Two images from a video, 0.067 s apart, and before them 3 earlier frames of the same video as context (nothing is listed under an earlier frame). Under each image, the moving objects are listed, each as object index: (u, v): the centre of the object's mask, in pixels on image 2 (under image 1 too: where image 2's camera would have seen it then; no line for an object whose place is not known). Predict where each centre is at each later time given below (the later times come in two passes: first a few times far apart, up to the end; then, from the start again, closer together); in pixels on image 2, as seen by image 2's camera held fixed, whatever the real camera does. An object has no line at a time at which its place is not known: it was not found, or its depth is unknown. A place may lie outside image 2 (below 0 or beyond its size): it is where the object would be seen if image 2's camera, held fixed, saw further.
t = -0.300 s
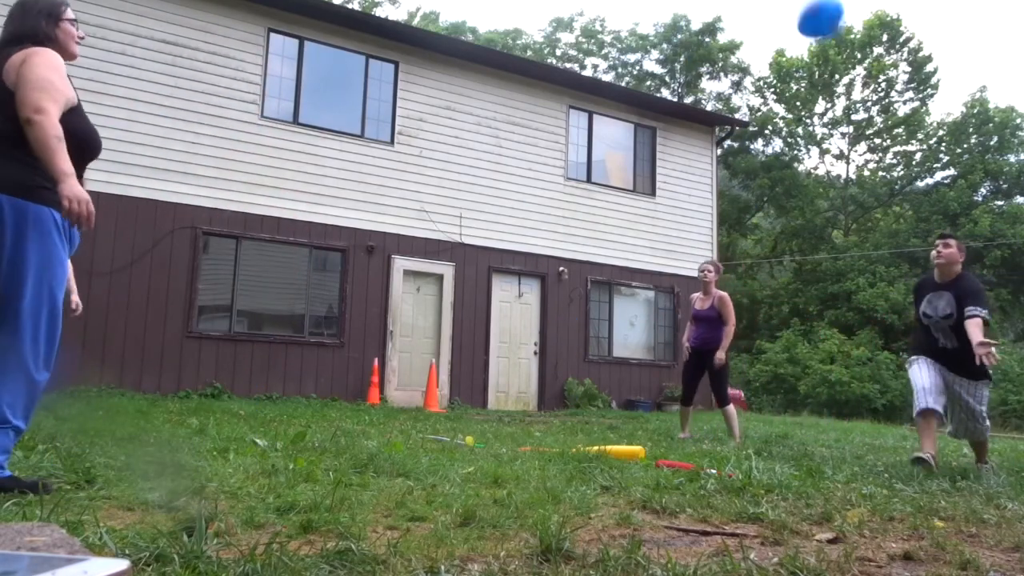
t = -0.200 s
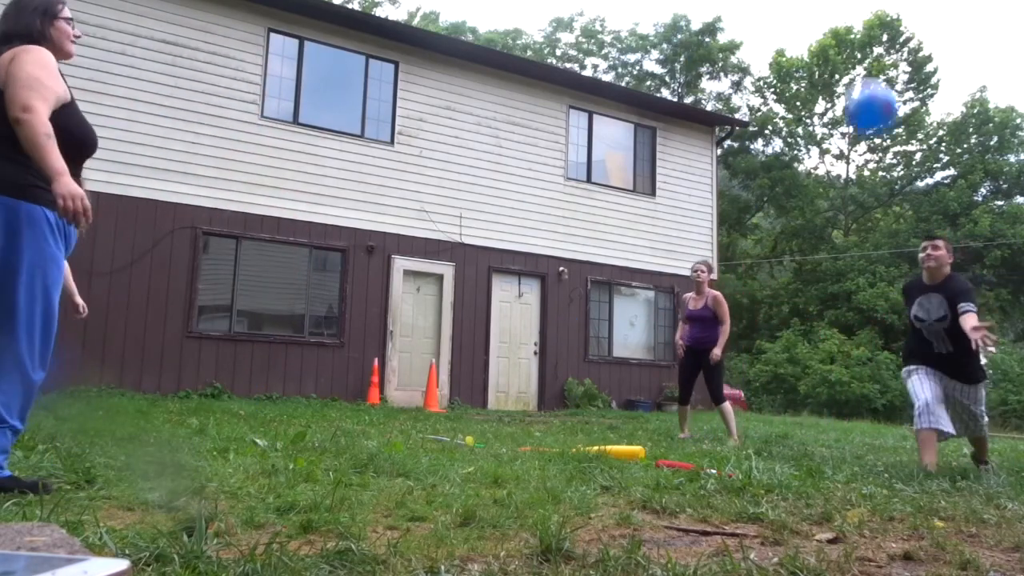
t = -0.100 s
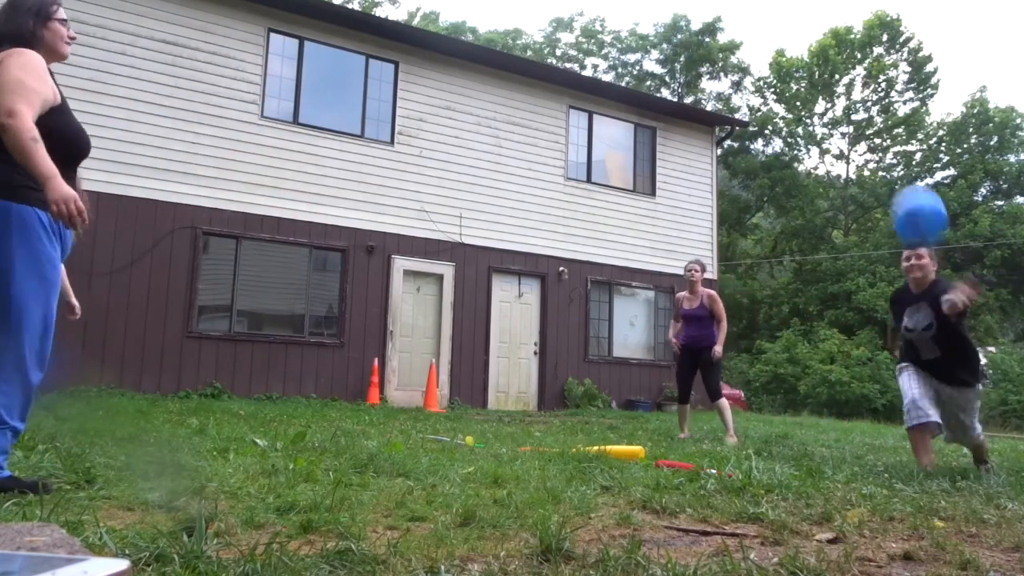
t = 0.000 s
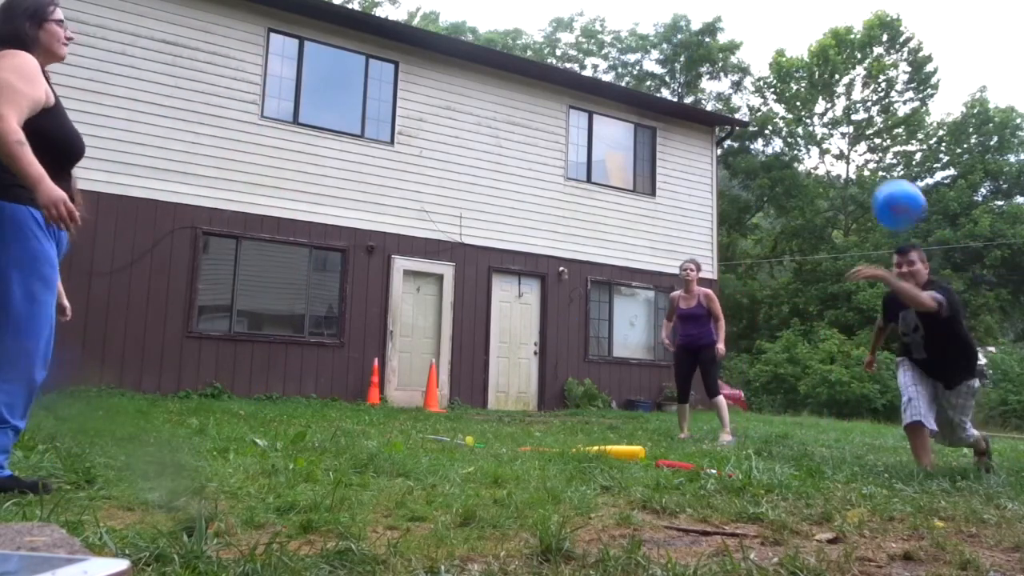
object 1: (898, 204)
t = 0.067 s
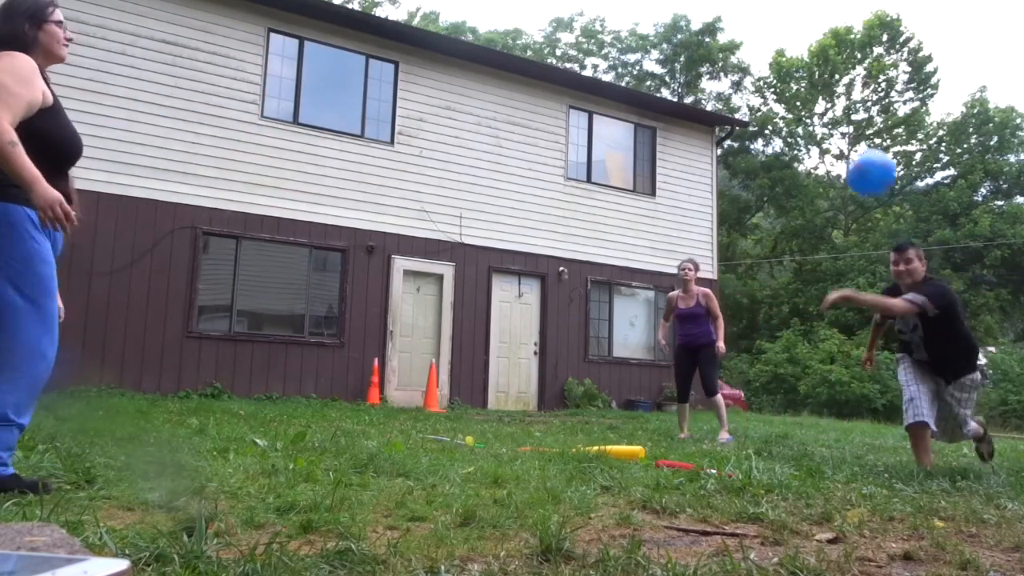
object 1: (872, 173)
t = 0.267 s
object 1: (798, 128)
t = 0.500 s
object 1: (736, 160)
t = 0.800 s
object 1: (674, 304)
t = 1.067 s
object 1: (638, 429)
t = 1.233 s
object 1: (627, 411)
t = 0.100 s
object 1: (858, 160)
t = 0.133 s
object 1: (842, 147)
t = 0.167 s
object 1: (831, 139)
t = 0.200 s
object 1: (818, 133)
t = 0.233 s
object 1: (808, 130)
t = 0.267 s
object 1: (798, 128)
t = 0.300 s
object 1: (789, 127)
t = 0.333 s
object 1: (778, 129)
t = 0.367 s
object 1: (768, 131)
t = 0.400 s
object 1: (759, 135)
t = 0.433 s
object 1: (750, 142)
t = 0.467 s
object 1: (743, 150)
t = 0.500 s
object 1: (736, 160)
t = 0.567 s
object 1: (721, 182)
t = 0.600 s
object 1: (712, 196)
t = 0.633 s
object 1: (705, 210)
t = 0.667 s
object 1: (698, 226)
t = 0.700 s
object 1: (691, 244)
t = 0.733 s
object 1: (685, 264)
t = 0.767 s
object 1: (679, 285)
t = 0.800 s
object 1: (674, 304)
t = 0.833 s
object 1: (667, 325)
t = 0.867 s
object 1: (663, 349)
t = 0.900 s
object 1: (656, 373)
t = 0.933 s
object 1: (652, 397)
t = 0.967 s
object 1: (647, 423)
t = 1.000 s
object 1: (644, 439)
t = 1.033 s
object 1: (641, 434)
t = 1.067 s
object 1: (638, 429)
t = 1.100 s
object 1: (635, 423)
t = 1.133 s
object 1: (634, 418)
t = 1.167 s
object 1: (631, 414)
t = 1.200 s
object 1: (629, 412)
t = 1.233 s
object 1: (627, 411)
